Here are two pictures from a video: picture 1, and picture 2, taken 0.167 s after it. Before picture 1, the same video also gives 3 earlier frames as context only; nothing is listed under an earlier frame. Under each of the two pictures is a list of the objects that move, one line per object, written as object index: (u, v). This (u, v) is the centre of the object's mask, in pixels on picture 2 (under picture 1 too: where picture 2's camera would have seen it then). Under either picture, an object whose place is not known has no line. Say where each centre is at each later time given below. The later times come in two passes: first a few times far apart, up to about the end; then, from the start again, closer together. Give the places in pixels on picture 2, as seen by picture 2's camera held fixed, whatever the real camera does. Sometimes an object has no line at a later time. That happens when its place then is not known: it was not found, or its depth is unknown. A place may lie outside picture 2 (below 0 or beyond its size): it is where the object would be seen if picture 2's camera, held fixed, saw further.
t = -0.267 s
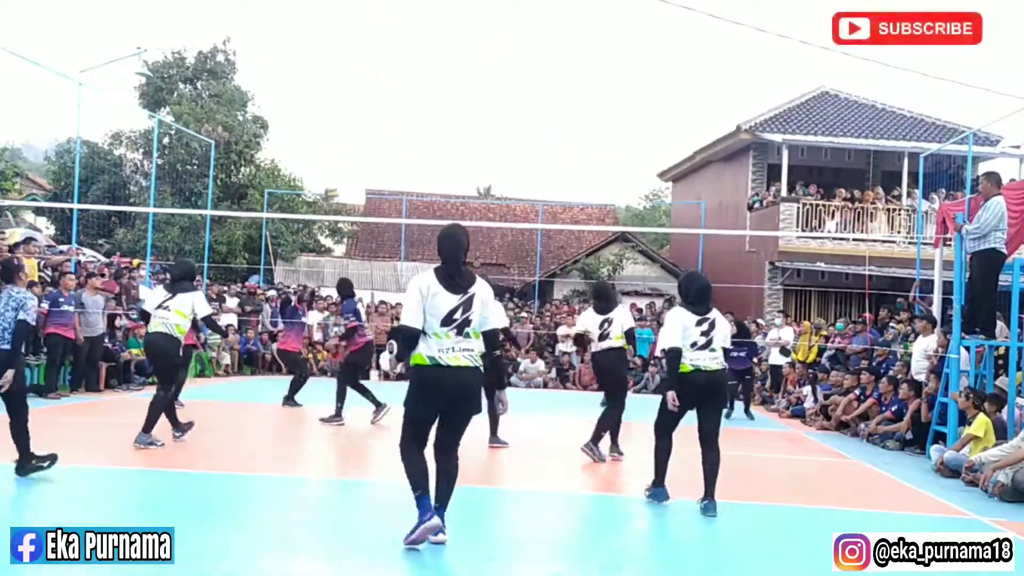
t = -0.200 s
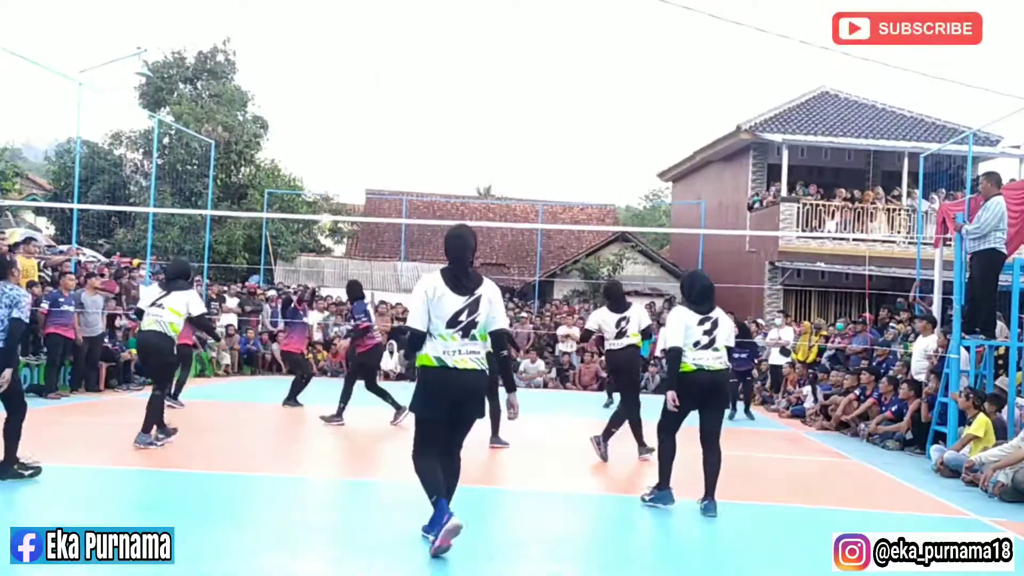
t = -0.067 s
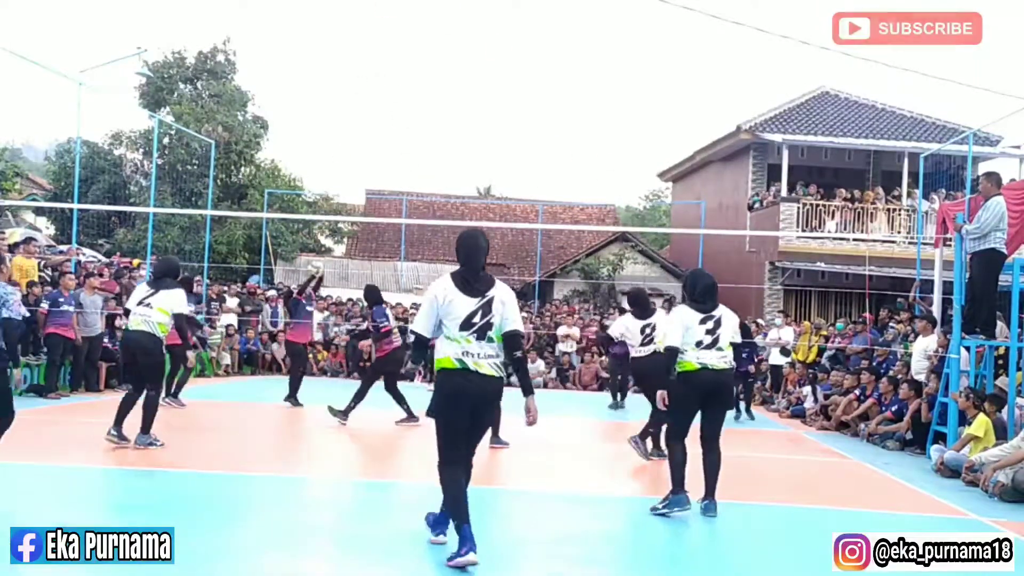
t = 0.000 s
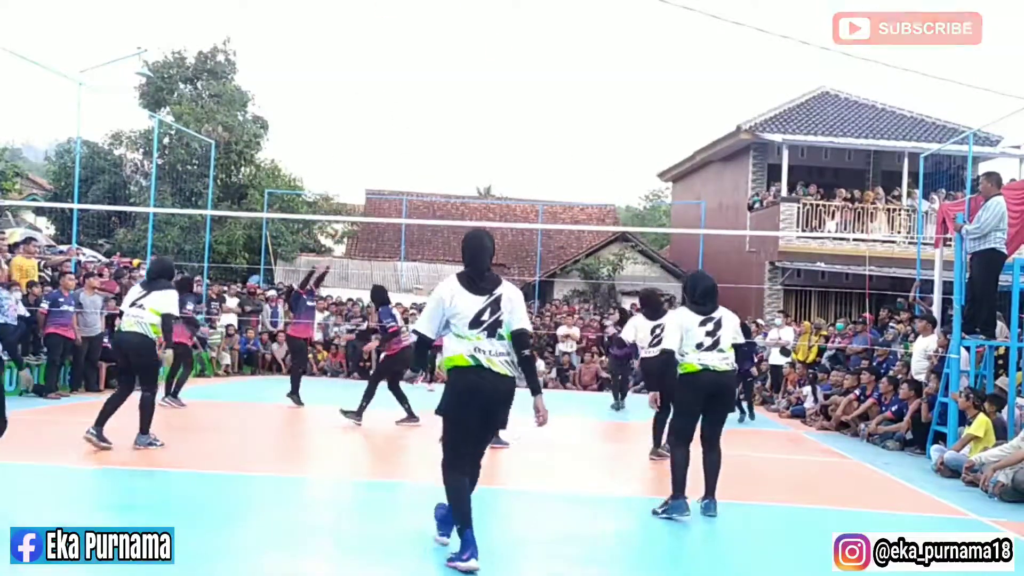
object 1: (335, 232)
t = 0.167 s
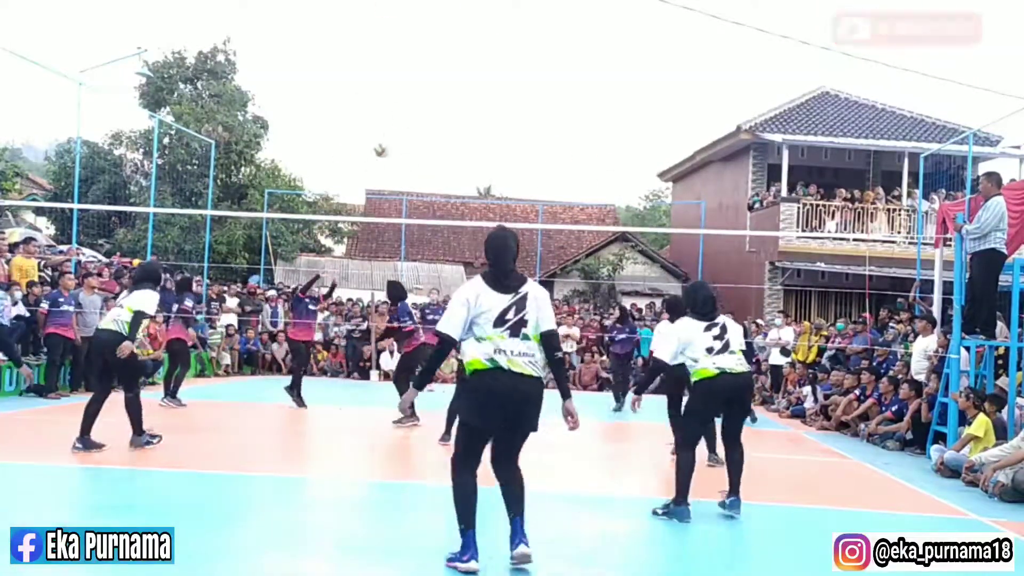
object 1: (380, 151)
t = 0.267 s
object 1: (409, 112)
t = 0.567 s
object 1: (491, 42)
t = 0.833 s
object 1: (563, 38)
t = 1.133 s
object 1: (643, 103)
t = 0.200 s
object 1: (390, 137)
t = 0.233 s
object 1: (399, 124)
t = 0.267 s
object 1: (409, 112)
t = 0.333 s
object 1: (427, 91)
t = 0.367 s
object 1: (436, 82)
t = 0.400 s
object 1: (446, 73)
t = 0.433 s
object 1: (455, 65)
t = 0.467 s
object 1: (464, 58)
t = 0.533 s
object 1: (482, 46)
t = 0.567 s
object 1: (491, 42)
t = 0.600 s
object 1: (500, 39)
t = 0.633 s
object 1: (510, 36)
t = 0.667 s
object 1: (518, 34)
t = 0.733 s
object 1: (536, 33)
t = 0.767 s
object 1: (545, 34)
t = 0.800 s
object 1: (554, 35)
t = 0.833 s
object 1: (563, 38)
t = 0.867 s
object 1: (572, 42)
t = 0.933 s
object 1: (590, 52)
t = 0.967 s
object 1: (598, 58)
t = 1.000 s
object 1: (607, 65)
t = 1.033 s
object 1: (616, 73)
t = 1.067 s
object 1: (625, 82)
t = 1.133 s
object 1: (643, 103)
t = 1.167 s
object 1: (651, 114)
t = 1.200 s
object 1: (660, 127)
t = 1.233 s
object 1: (668, 141)
